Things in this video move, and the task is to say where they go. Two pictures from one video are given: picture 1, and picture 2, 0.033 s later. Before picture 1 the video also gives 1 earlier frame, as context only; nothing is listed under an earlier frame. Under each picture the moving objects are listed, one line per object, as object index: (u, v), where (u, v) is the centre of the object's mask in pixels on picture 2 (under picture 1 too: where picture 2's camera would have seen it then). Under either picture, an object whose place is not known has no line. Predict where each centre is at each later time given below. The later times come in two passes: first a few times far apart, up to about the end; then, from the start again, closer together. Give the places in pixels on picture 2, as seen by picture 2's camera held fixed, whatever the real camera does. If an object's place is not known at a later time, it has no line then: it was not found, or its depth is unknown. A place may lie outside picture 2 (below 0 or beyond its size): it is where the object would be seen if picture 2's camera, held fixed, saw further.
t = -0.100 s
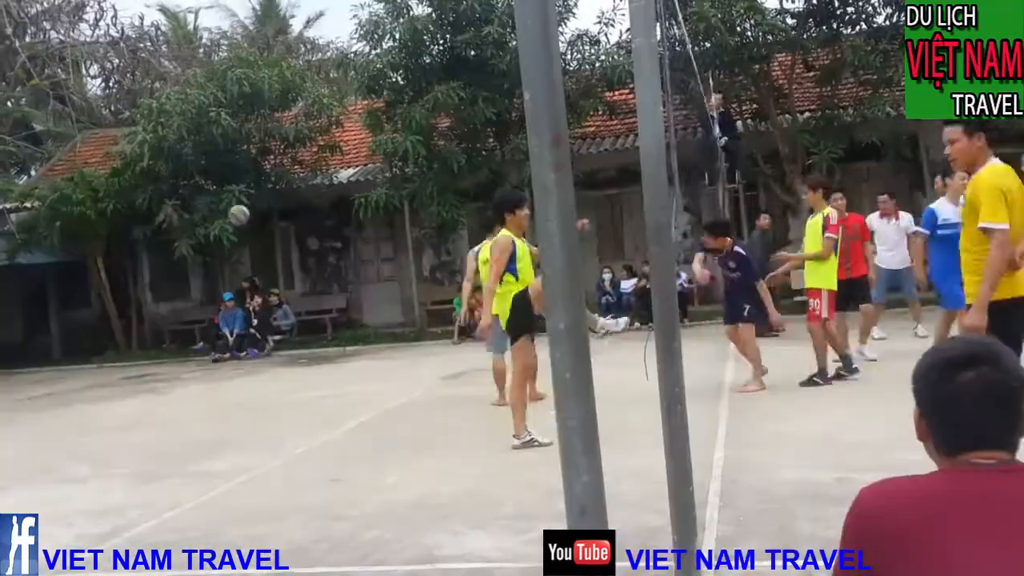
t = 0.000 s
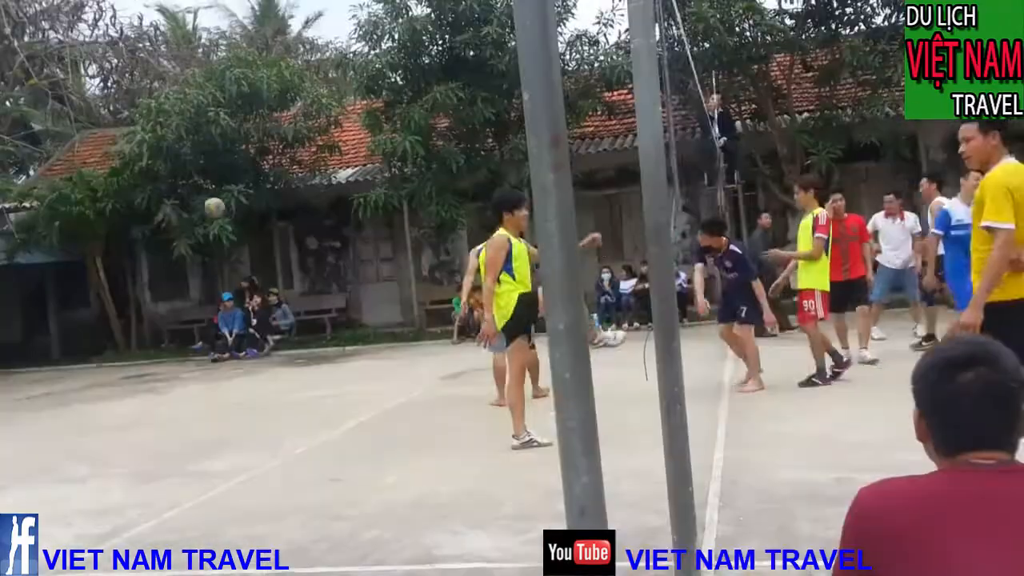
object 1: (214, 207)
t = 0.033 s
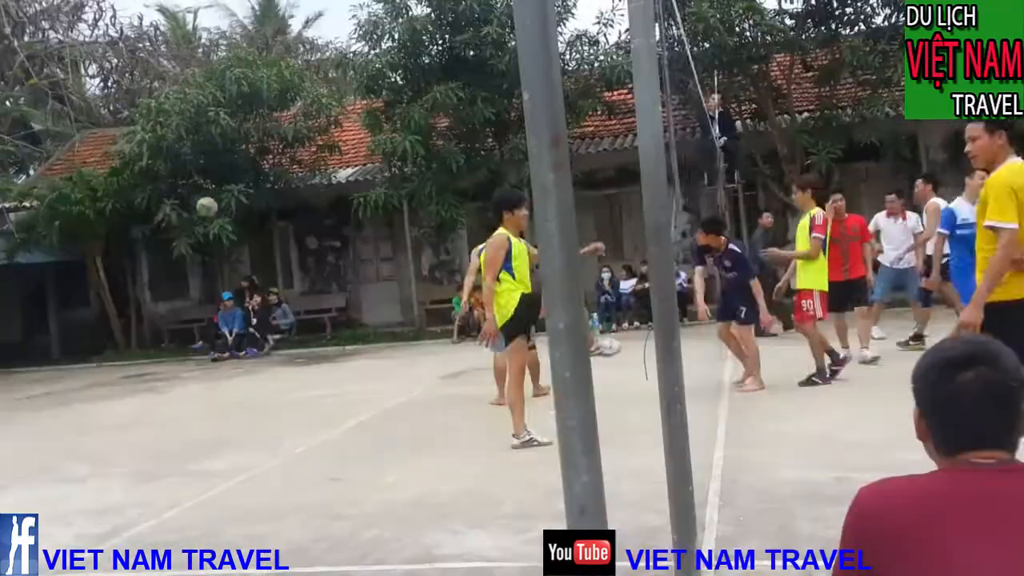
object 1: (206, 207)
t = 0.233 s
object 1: (165, 226)
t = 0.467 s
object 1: (128, 292)
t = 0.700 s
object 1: (98, 390)
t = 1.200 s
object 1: (7, 303)
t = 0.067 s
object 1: (199, 207)
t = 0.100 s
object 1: (192, 209)
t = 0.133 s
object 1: (185, 212)
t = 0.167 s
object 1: (178, 216)
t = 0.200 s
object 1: (172, 220)
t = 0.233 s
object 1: (165, 226)
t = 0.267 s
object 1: (160, 233)
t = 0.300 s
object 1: (154, 241)
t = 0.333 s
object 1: (149, 249)
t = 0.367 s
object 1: (143, 258)
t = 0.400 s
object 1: (138, 269)
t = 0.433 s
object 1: (133, 280)
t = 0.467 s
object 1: (128, 292)
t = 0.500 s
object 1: (123, 304)
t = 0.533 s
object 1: (119, 318)
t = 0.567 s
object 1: (115, 332)
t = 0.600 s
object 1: (111, 348)
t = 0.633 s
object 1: (107, 362)
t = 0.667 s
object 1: (102, 380)
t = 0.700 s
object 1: (98, 390)
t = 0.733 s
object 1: (91, 377)
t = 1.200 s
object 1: (7, 303)
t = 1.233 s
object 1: (4, 305)
